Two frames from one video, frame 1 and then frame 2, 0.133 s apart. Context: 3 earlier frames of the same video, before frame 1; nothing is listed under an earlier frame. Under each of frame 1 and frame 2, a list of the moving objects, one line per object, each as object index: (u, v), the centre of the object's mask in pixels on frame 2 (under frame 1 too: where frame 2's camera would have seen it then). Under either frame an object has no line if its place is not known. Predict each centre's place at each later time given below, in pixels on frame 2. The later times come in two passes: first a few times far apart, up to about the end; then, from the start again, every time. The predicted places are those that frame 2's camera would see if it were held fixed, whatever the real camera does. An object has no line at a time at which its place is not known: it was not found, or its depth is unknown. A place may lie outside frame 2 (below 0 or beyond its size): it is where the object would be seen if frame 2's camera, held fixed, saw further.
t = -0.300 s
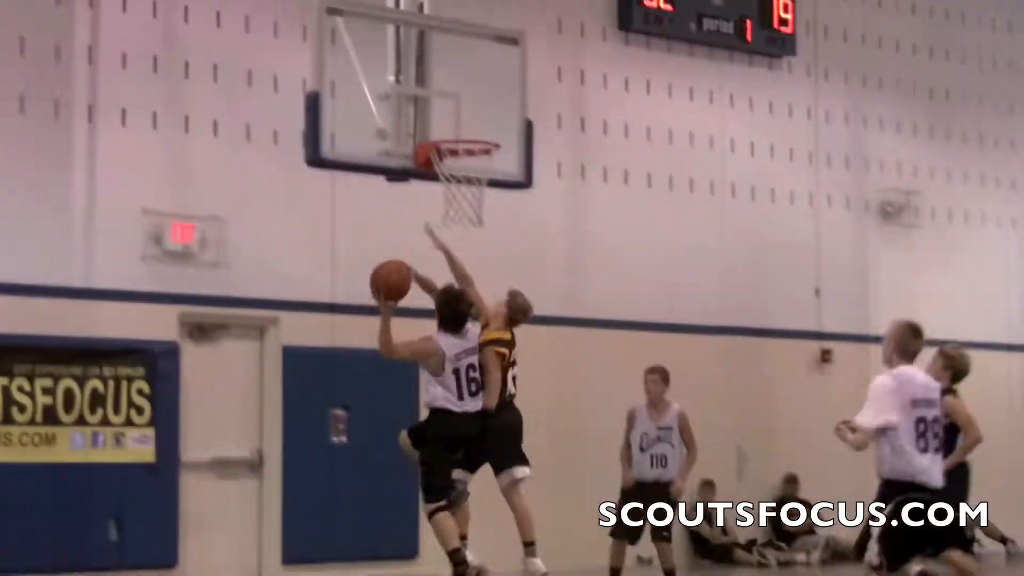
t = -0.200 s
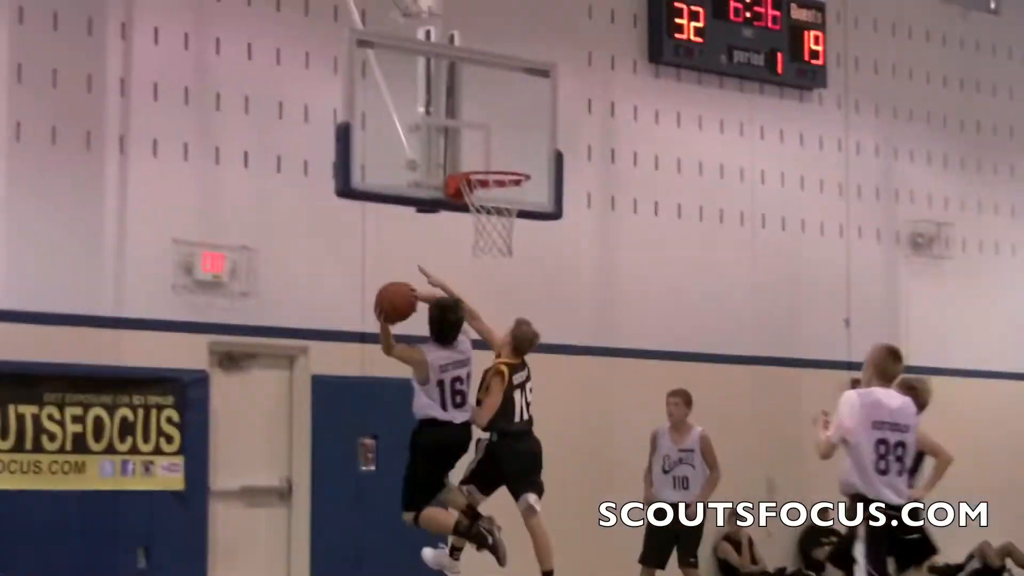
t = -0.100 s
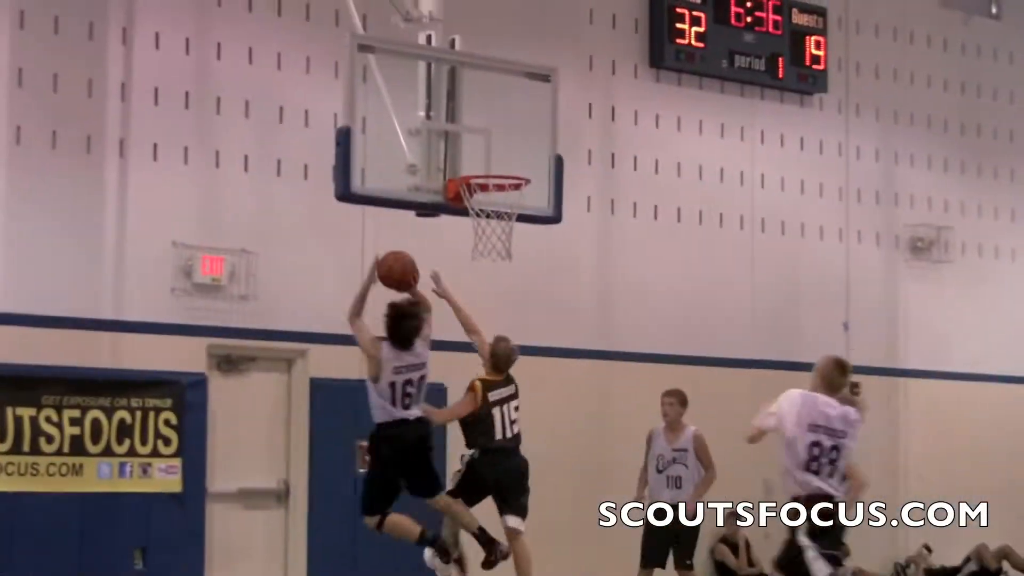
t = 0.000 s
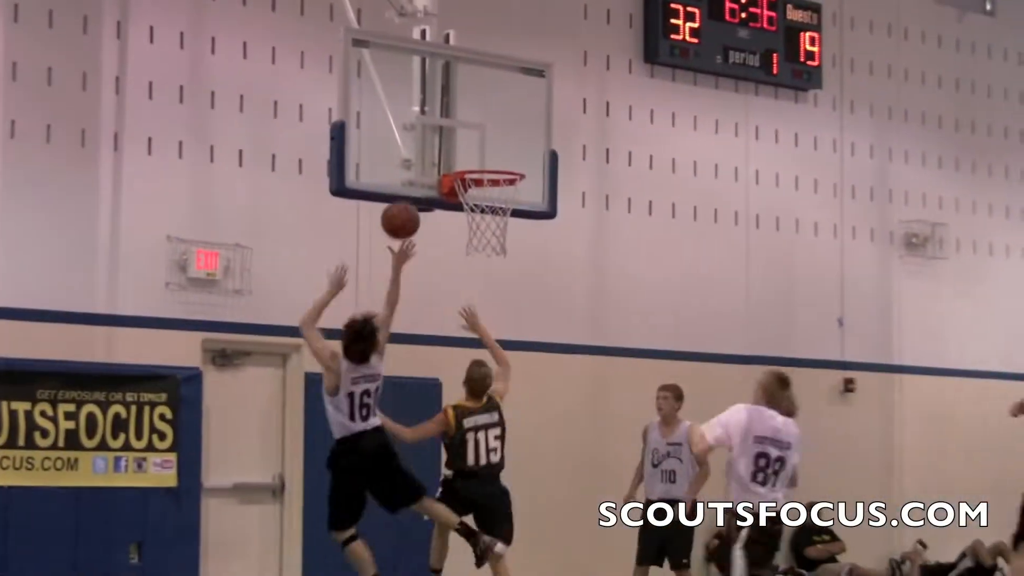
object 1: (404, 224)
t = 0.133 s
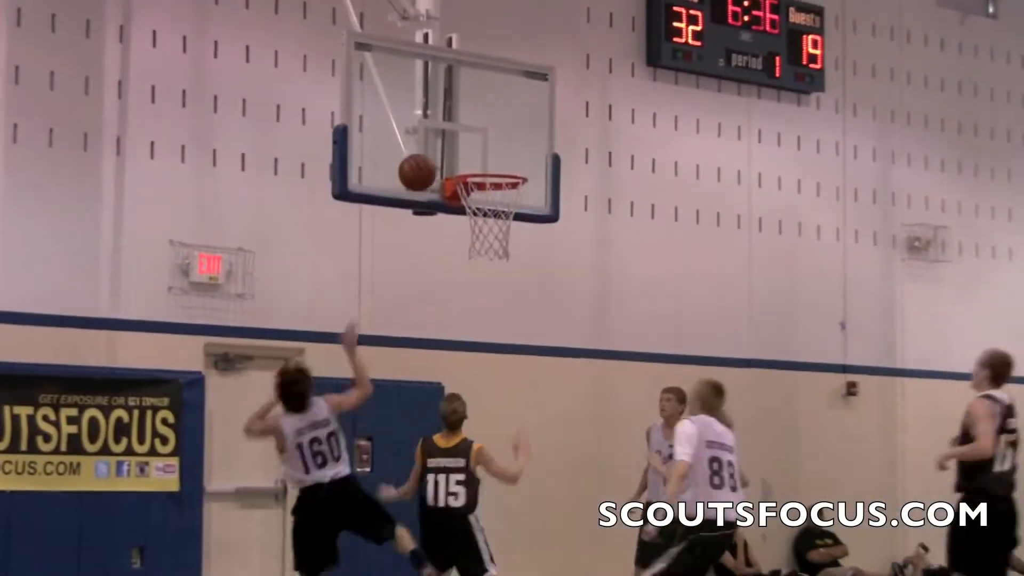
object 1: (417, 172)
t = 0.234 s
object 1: (426, 153)
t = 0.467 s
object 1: (470, 161)
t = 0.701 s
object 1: (522, 210)
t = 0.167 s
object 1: (420, 164)
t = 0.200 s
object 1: (424, 158)
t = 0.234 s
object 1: (426, 153)
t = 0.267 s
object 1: (430, 151)
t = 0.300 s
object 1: (433, 149)
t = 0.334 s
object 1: (435, 149)
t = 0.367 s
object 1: (439, 151)
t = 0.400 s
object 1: (448, 154)
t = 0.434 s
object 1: (459, 158)
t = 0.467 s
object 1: (470, 161)
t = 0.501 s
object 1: (481, 165)
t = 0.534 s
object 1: (492, 181)
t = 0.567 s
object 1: (505, 194)
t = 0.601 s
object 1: (515, 204)
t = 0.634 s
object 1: (521, 209)
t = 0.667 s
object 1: (522, 210)
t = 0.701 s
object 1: (522, 210)
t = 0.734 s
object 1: (520, 210)
